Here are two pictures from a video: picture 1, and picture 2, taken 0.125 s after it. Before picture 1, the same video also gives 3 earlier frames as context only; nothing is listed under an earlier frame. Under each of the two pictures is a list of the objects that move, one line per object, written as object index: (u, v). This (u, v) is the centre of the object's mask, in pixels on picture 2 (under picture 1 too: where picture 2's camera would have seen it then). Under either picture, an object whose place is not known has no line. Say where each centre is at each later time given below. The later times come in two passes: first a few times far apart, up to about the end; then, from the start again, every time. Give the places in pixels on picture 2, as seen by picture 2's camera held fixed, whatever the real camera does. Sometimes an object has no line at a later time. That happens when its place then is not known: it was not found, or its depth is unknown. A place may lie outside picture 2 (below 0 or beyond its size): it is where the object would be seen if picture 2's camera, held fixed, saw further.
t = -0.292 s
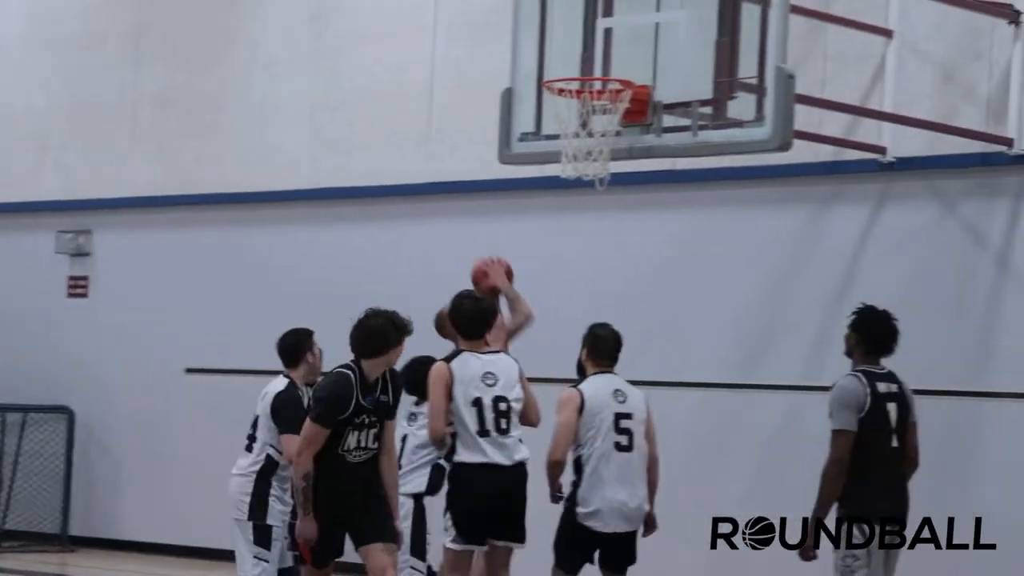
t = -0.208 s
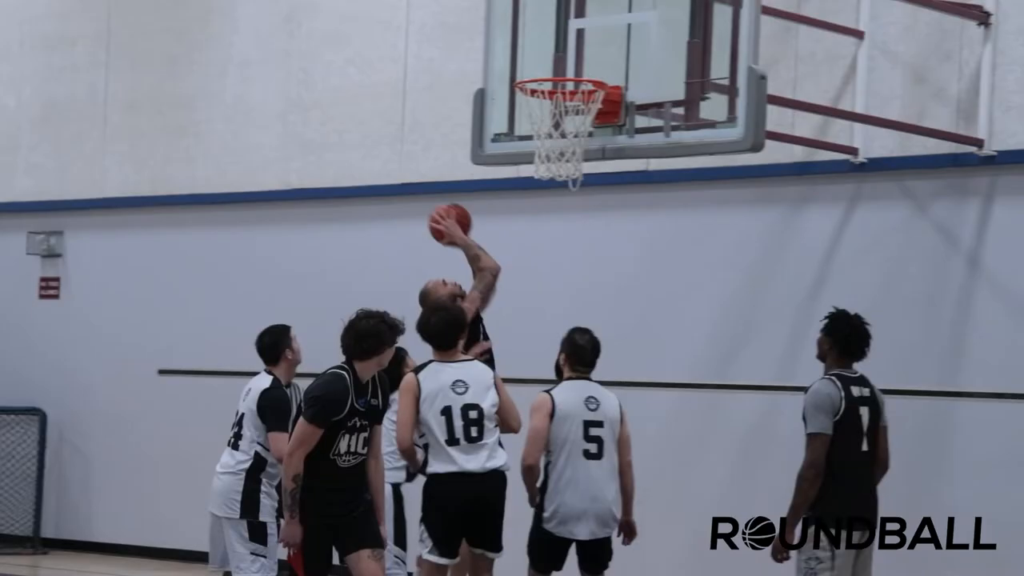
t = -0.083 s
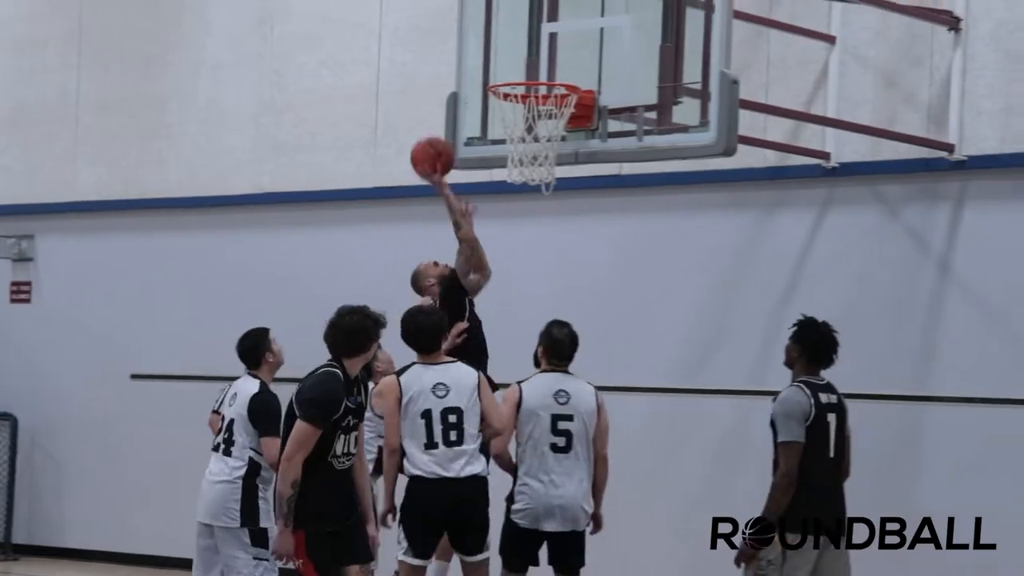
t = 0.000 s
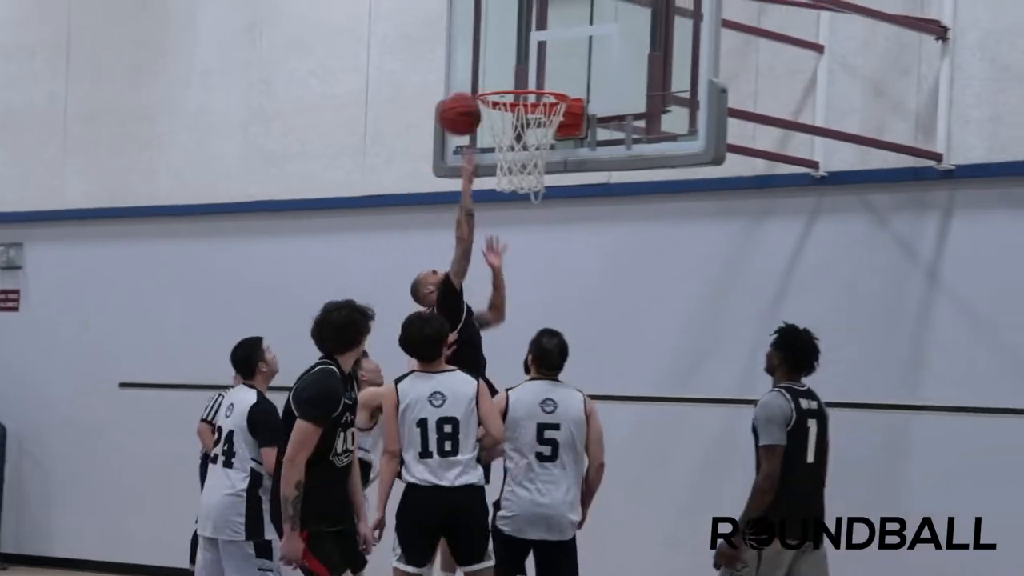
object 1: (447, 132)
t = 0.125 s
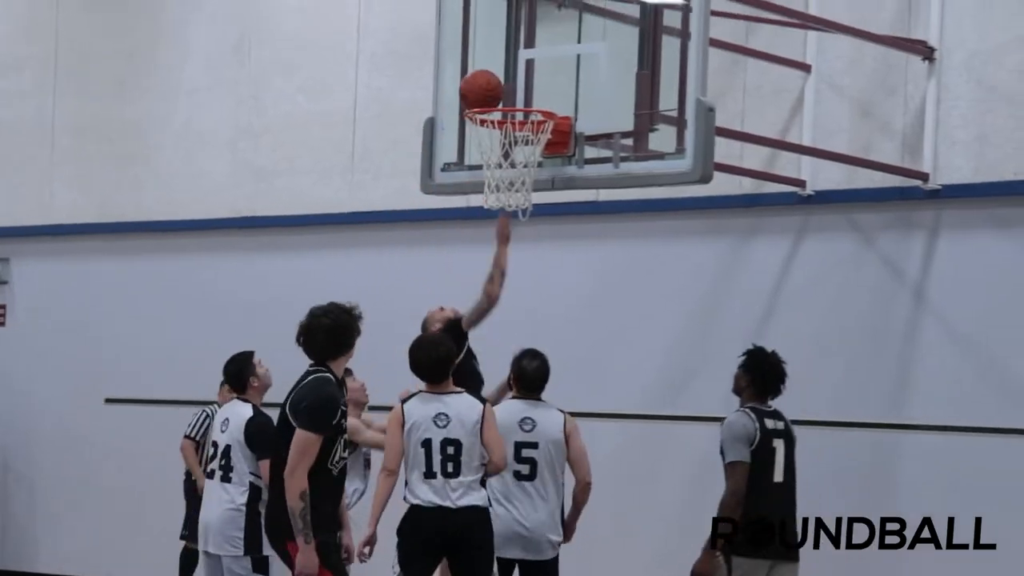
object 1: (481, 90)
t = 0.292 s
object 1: (493, 102)
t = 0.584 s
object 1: (503, 238)
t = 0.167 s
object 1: (484, 88)
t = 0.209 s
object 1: (487, 89)
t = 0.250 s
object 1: (490, 91)
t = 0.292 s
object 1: (493, 102)
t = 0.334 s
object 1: (496, 112)
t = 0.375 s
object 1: (497, 130)
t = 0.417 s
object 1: (499, 148)
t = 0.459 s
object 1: (502, 167)
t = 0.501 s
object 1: (503, 187)
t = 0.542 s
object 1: (504, 214)
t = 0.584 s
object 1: (503, 238)
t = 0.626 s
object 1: (504, 267)
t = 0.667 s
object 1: (504, 300)
